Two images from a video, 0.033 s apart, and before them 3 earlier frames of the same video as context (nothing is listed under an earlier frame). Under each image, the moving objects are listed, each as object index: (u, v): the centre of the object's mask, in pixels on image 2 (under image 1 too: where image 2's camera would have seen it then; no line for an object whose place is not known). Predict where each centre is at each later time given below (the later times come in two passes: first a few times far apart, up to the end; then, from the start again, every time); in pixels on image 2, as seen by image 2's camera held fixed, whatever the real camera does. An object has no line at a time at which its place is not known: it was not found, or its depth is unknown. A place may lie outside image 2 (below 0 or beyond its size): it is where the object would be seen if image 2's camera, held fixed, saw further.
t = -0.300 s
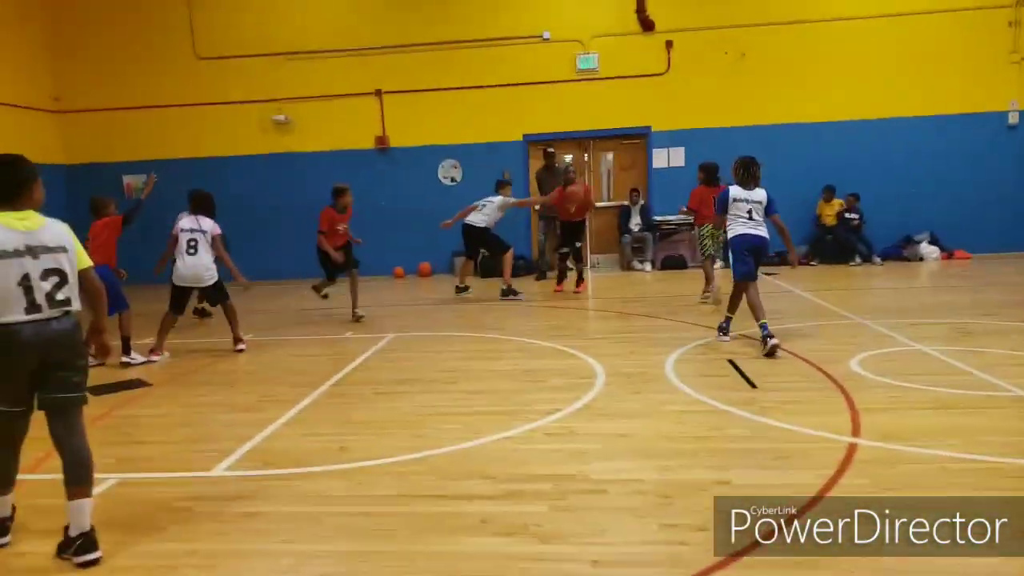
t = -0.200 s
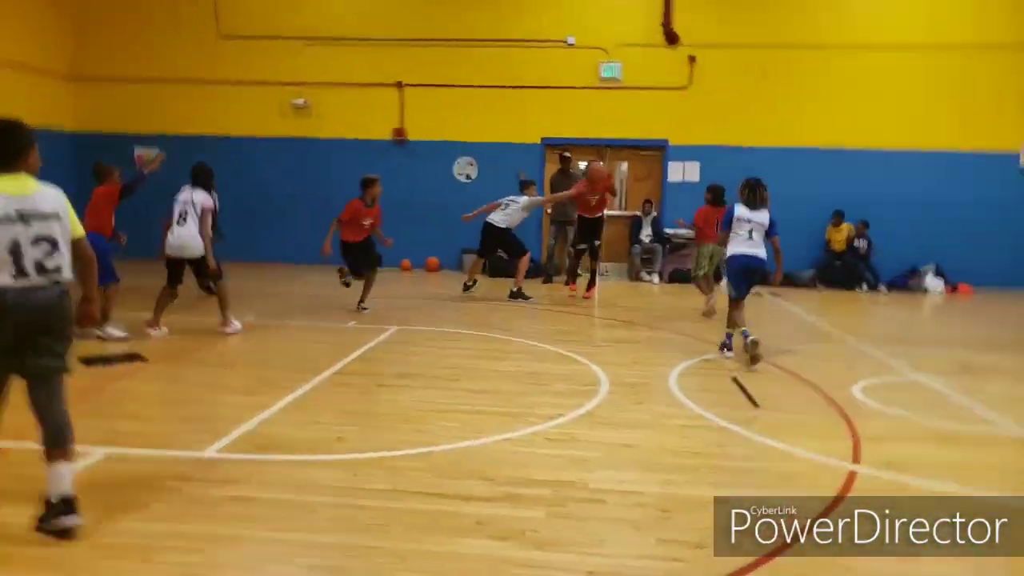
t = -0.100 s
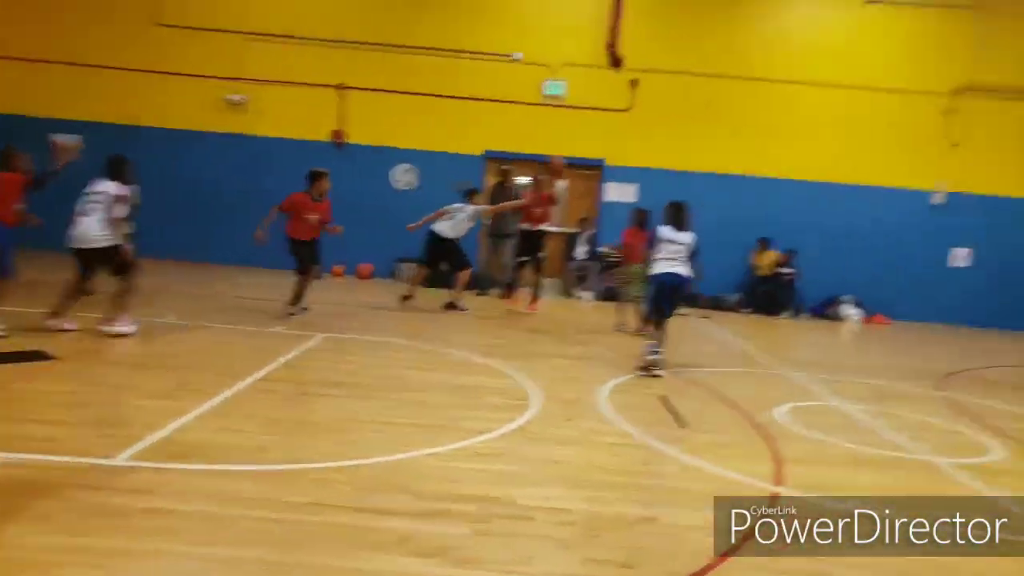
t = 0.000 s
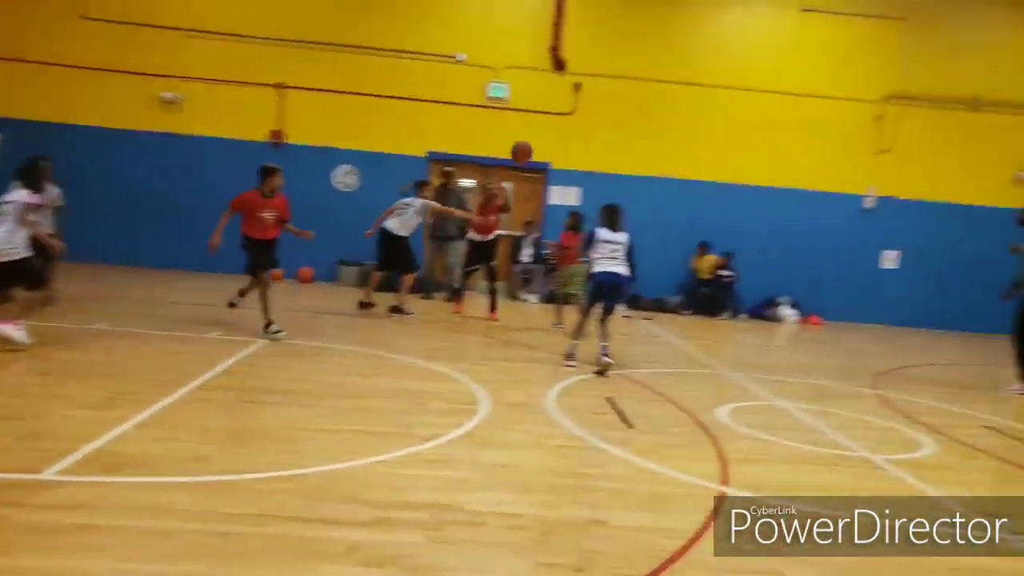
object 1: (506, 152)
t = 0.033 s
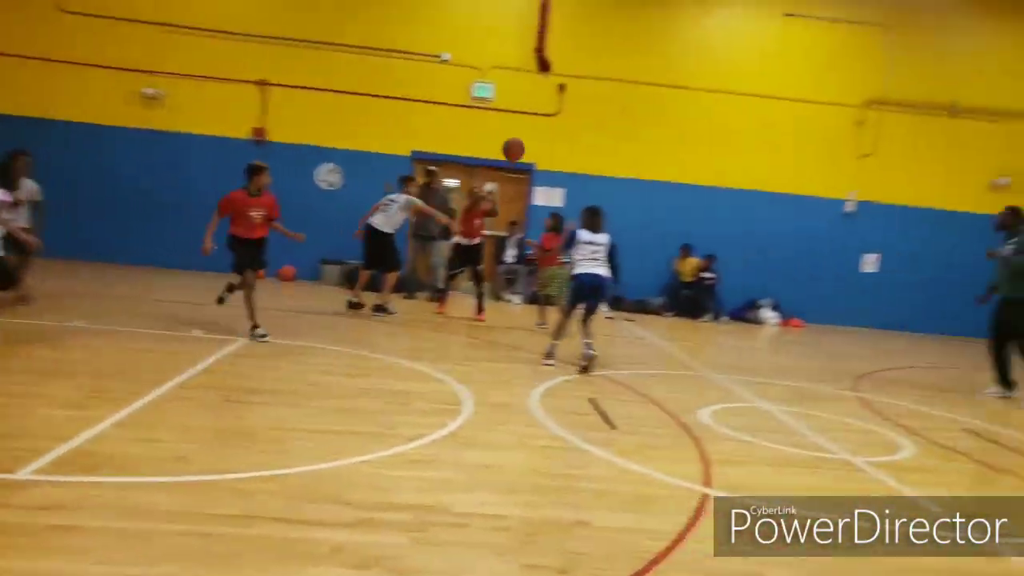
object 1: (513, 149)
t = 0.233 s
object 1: (561, 152)
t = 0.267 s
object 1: (568, 155)
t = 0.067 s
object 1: (521, 147)
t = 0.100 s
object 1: (529, 145)
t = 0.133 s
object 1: (536, 145)
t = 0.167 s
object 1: (545, 146)
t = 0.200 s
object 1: (554, 148)
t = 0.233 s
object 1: (561, 152)
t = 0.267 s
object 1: (568, 155)
